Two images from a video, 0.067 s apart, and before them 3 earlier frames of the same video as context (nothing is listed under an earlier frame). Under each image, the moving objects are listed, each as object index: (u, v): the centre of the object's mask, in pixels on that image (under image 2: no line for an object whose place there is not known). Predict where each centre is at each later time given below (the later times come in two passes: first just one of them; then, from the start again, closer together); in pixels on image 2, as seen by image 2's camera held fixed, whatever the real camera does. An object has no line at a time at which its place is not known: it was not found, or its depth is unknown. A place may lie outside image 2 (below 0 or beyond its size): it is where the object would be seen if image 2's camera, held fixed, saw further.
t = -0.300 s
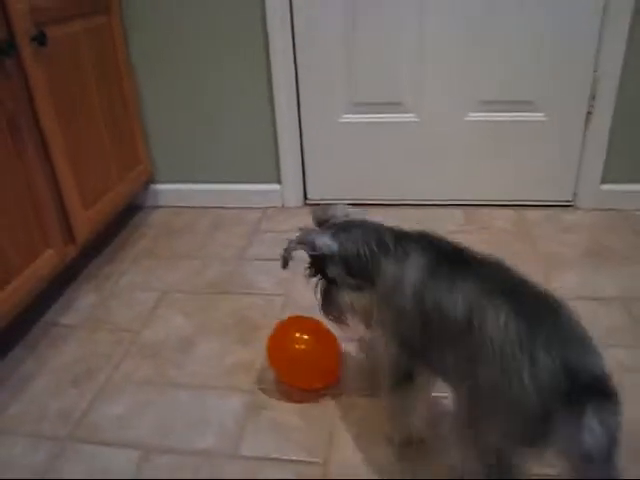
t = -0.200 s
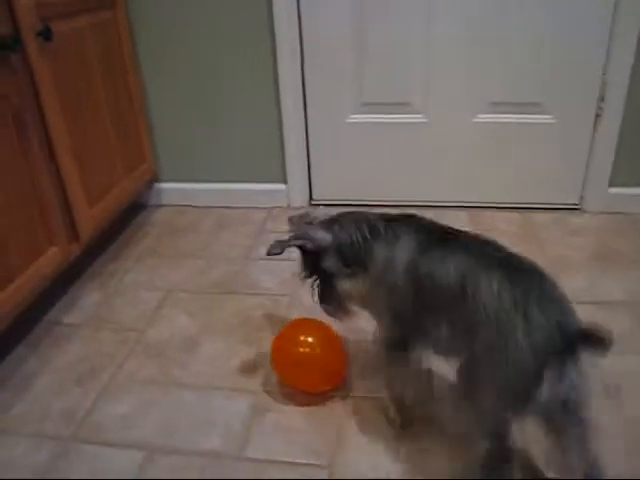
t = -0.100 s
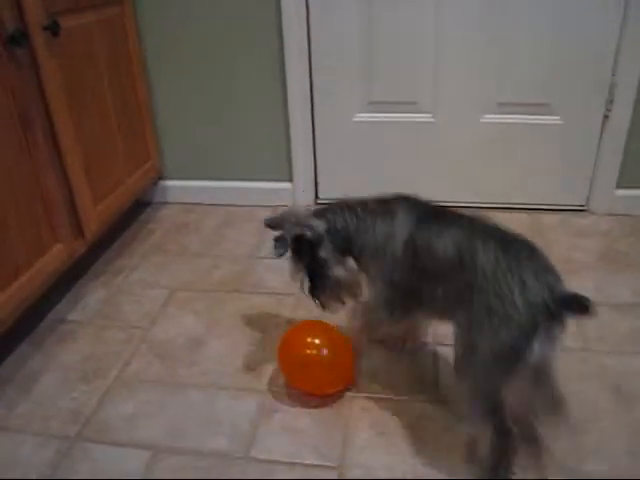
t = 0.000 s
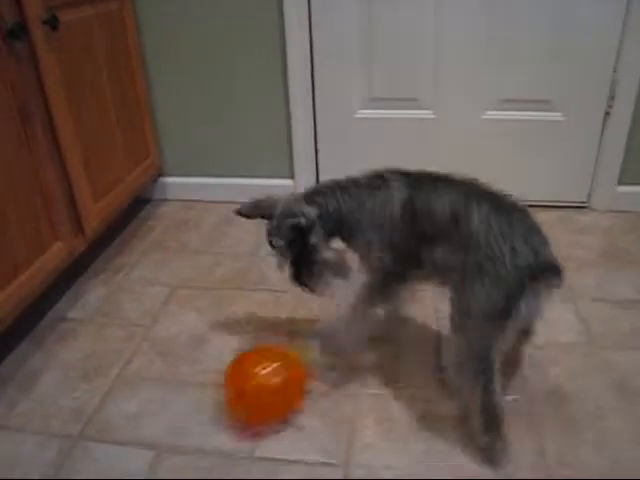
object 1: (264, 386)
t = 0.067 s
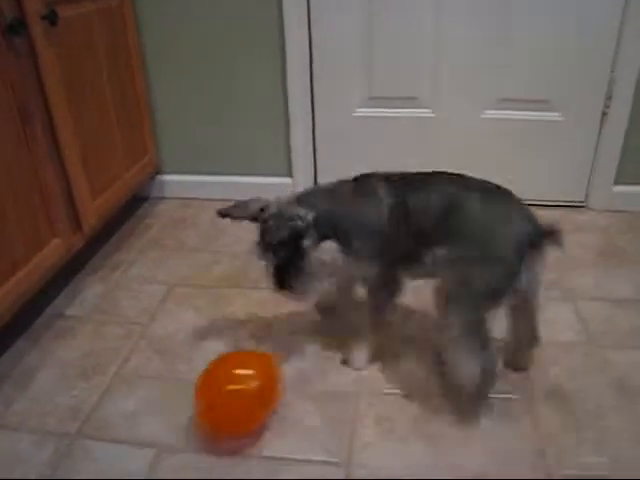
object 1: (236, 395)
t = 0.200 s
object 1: (190, 417)
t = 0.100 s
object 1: (224, 399)
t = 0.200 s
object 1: (190, 417)
